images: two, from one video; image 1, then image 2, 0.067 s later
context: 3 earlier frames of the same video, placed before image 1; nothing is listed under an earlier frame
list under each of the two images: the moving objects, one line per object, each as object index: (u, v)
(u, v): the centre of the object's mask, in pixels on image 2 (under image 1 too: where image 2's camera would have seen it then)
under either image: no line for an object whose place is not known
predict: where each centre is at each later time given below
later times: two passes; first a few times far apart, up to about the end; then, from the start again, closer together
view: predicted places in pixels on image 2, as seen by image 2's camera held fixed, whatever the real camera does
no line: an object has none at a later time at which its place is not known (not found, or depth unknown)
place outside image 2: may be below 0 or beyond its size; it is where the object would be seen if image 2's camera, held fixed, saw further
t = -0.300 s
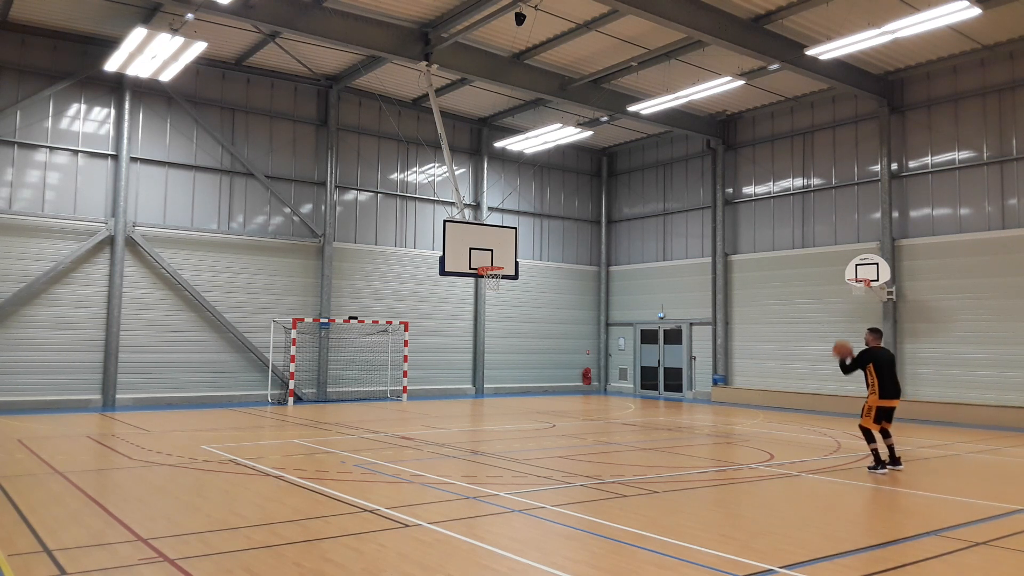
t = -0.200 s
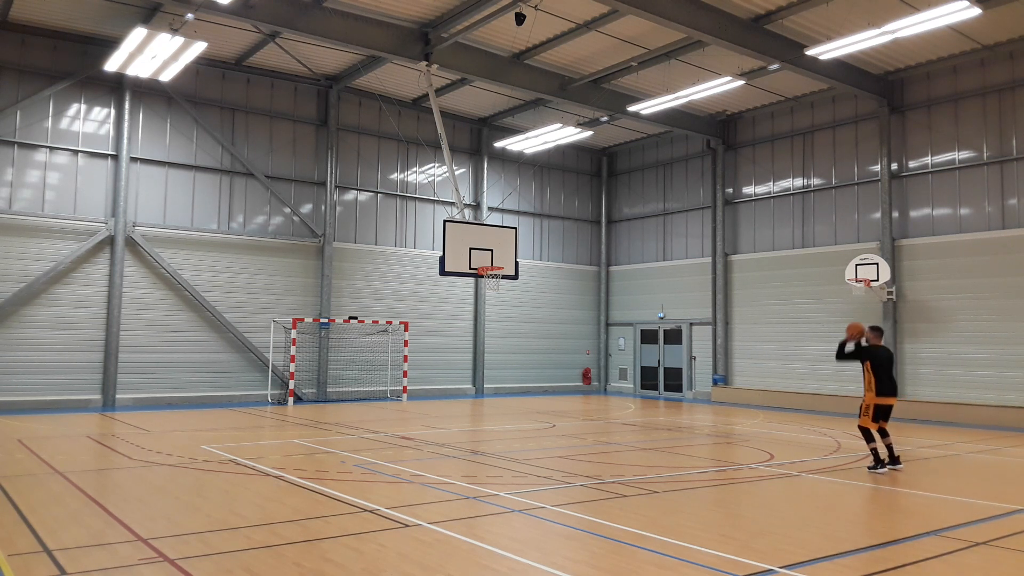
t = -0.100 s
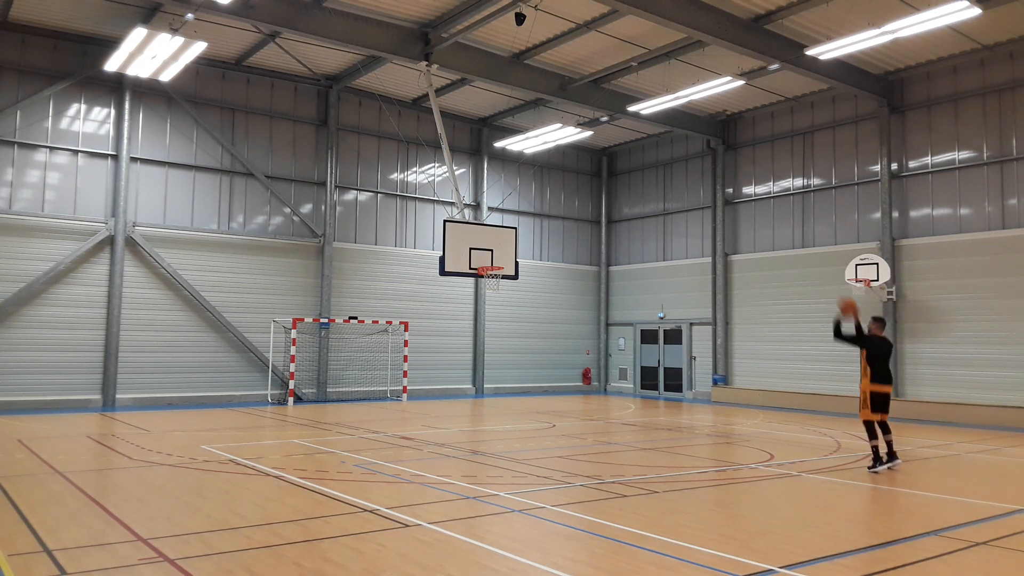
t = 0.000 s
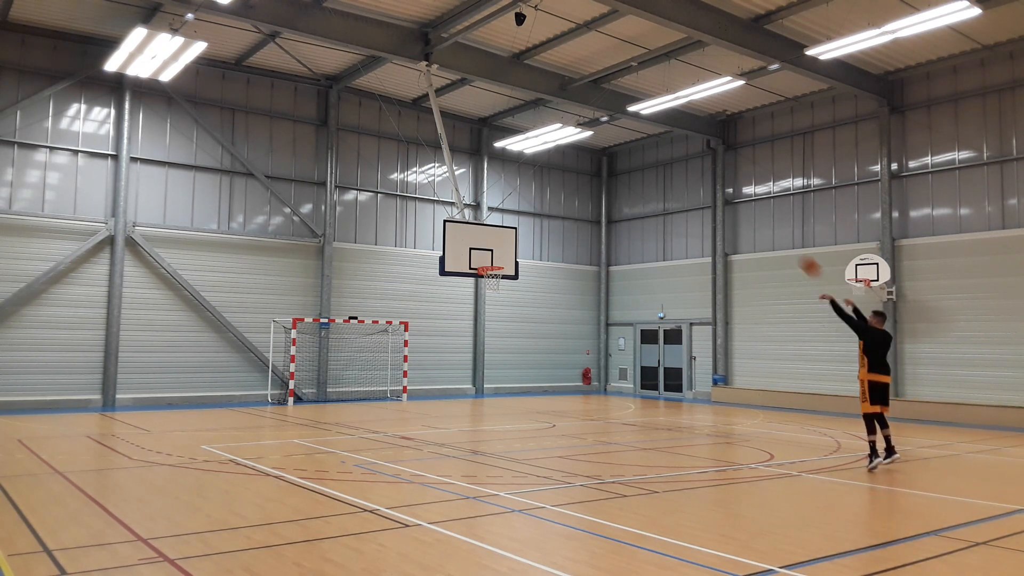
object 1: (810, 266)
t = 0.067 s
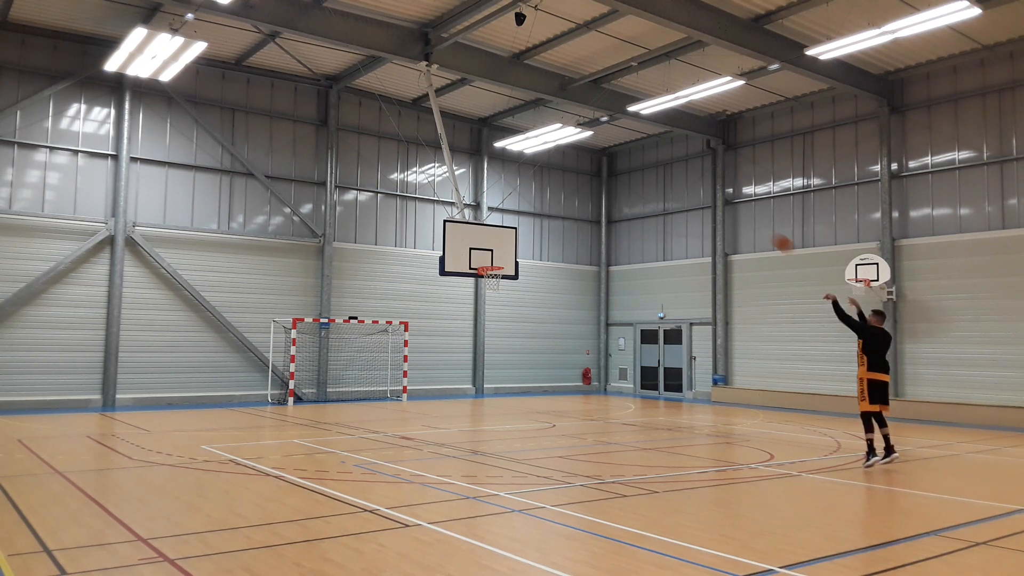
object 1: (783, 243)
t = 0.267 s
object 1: (710, 198)
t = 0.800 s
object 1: (564, 204)
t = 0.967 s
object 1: (527, 234)
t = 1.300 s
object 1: (520, 233)
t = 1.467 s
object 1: (533, 225)
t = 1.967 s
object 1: (573, 288)
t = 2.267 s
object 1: (599, 392)
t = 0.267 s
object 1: (710, 198)
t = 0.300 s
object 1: (700, 194)
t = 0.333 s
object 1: (689, 190)
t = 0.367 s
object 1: (679, 187)
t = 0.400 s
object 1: (669, 184)
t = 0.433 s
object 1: (659, 181)
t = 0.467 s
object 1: (649, 181)
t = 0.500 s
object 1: (640, 181)
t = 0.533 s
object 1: (631, 181)
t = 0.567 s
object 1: (622, 182)
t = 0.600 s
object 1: (613, 184)
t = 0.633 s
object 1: (604, 186)
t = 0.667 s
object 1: (596, 189)
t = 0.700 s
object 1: (588, 192)
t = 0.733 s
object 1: (580, 196)
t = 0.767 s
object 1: (571, 200)
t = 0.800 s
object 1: (564, 204)
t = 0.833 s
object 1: (556, 210)
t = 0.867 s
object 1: (548, 215)
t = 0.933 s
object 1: (534, 227)
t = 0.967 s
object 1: (527, 234)
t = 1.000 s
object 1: (519, 242)
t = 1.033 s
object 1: (513, 249)
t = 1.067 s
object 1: (507, 257)
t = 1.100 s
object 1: (504, 260)
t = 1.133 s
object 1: (506, 254)
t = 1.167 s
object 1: (509, 249)
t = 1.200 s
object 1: (512, 245)
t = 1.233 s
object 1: (514, 240)
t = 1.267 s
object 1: (517, 236)
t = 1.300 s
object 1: (520, 233)
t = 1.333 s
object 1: (522, 231)
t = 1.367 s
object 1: (525, 228)
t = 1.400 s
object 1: (528, 227)
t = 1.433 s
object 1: (530, 226)
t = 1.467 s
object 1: (533, 225)
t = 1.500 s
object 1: (536, 225)
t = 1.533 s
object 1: (538, 226)
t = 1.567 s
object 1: (541, 227)
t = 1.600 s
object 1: (544, 229)
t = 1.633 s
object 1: (546, 231)
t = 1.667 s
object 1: (549, 234)
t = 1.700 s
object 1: (552, 237)
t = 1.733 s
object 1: (554, 242)
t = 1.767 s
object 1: (557, 246)
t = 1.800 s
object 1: (560, 252)
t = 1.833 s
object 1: (562, 257)
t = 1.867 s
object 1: (565, 264)
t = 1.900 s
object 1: (568, 271)
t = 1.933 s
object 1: (571, 279)
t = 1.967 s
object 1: (573, 288)
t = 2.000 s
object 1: (576, 296)
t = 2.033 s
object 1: (579, 306)
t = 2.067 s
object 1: (582, 316)
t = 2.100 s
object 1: (584, 327)
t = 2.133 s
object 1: (587, 339)
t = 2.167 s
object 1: (590, 350)
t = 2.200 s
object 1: (593, 363)
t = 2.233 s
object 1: (596, 377)
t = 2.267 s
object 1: (599, 392)
